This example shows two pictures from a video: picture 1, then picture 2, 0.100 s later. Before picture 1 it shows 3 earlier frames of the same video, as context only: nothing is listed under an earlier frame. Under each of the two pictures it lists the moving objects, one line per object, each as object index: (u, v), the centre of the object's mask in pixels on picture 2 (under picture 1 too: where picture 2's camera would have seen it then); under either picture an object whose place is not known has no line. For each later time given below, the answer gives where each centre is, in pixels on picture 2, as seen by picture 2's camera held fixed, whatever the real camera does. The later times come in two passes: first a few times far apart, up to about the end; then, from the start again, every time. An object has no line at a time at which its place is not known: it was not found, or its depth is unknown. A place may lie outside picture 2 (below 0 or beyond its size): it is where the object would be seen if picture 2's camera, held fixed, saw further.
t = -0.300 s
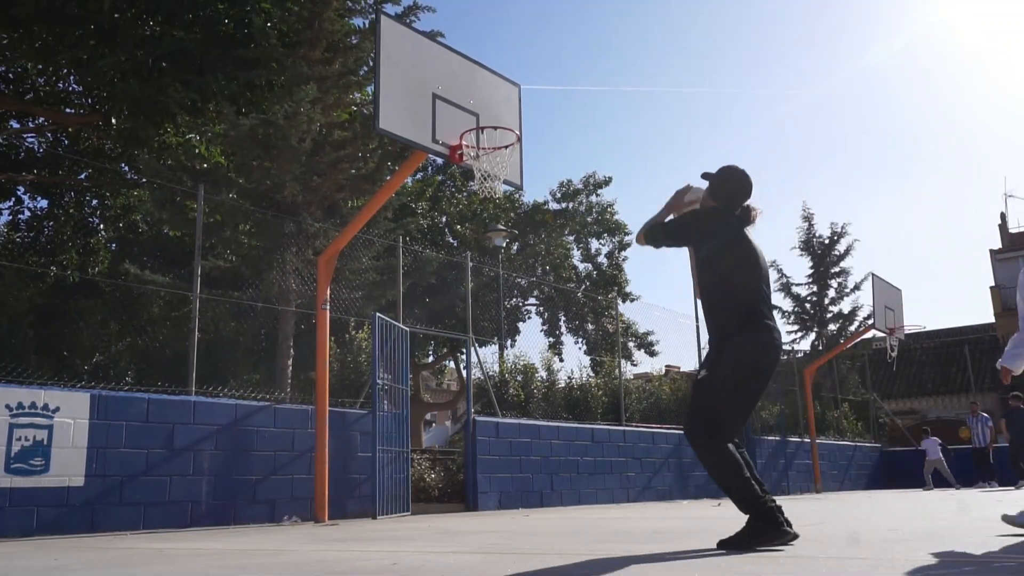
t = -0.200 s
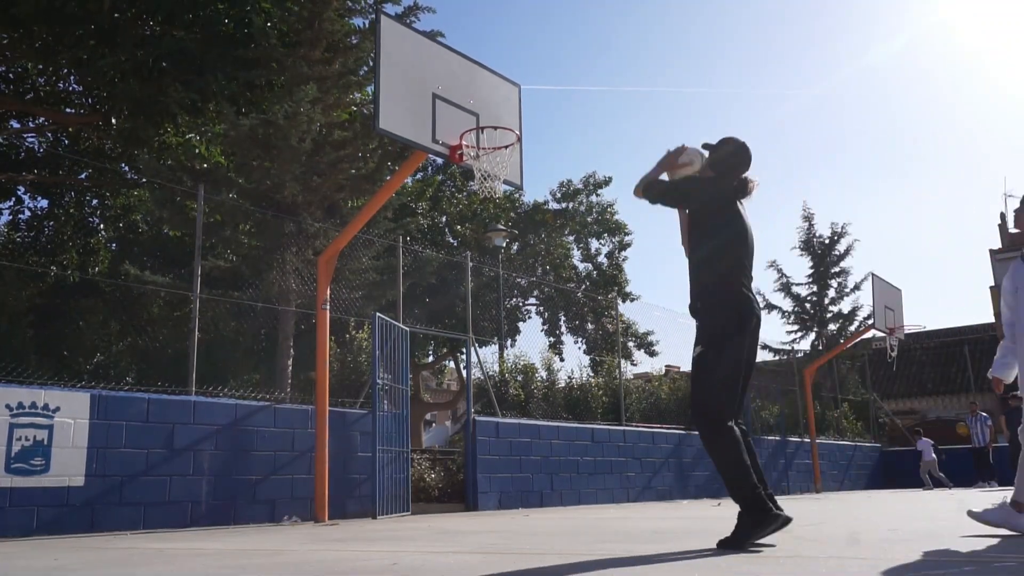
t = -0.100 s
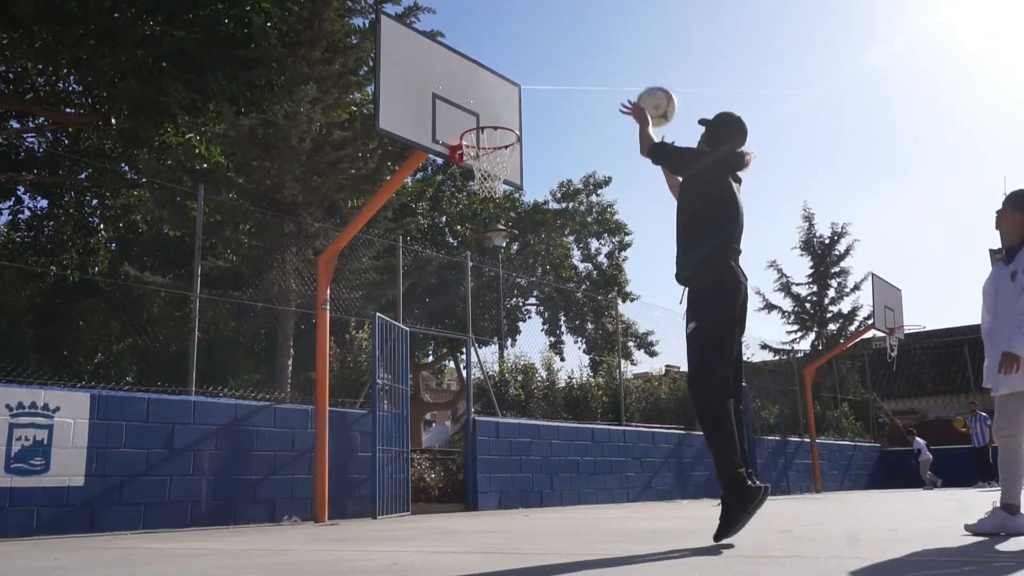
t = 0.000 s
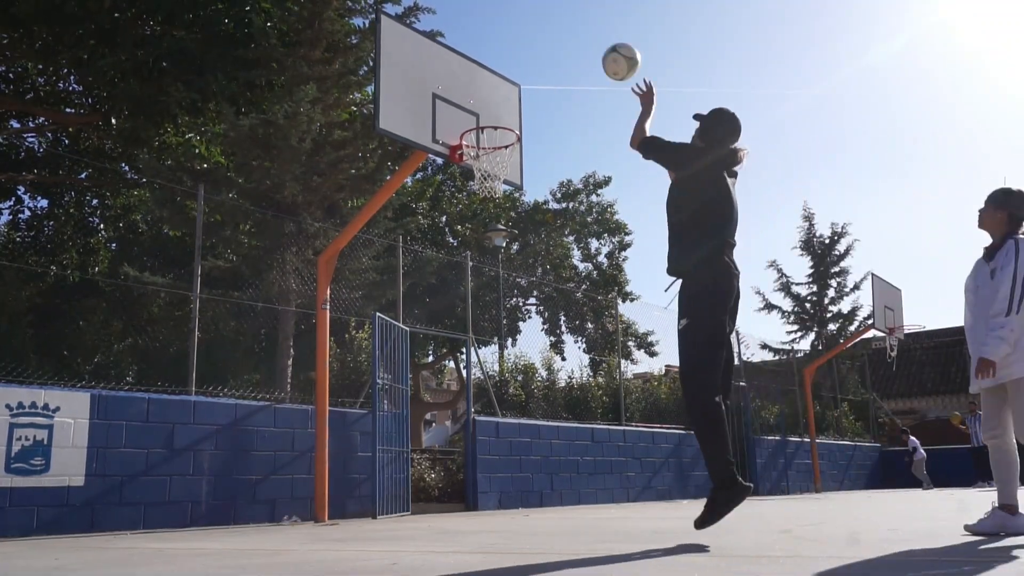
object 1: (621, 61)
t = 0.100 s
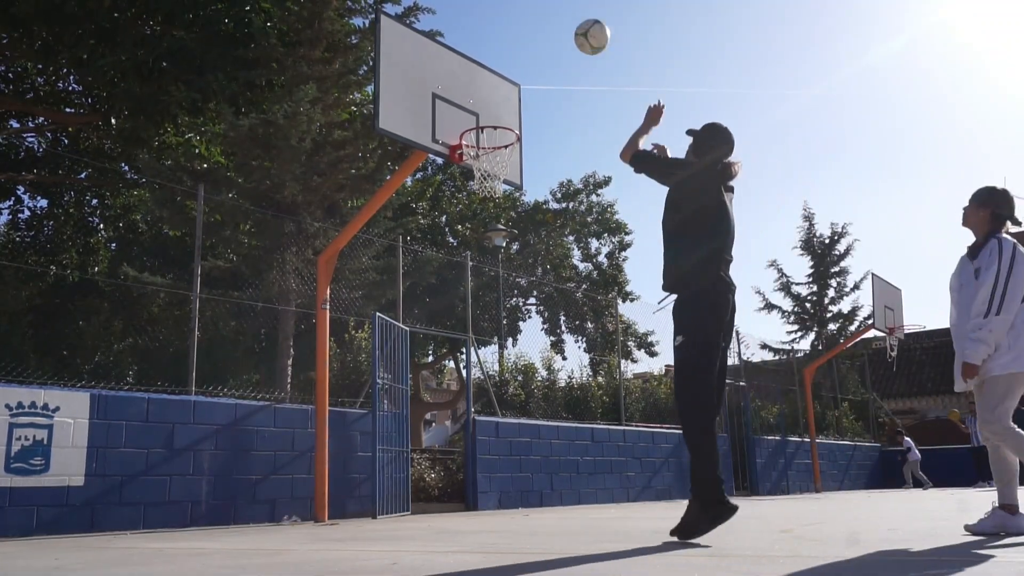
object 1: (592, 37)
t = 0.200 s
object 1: (567, 28)
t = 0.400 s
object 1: (528, 50)
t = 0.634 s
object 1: (493, 128)
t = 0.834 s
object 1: (479, 178)
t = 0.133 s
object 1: (583, 32)
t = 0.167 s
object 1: (575, 30)
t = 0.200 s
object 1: (567, 28)
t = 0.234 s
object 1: (560, 29)
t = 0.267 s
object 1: (553, 30)
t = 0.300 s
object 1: (547, 33)
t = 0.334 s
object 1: (540, 37)
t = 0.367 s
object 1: (534, 43)
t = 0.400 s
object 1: (528, 50)
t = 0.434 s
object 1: (523, 57)
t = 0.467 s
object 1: (517, 66)
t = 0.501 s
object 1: (512, 76)
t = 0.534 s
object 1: (507, 88)
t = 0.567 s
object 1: (502, 100)
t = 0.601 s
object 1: (497, 113)
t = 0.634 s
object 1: (493, 128)
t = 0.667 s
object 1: (488, 142)
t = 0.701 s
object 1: (483, 158)
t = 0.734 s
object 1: (482, 170)
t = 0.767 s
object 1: (479, 175)
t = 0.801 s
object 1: (478, 175)
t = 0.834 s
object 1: (479, 178)
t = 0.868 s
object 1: (479, 182)
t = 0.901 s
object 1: (479, 186)
